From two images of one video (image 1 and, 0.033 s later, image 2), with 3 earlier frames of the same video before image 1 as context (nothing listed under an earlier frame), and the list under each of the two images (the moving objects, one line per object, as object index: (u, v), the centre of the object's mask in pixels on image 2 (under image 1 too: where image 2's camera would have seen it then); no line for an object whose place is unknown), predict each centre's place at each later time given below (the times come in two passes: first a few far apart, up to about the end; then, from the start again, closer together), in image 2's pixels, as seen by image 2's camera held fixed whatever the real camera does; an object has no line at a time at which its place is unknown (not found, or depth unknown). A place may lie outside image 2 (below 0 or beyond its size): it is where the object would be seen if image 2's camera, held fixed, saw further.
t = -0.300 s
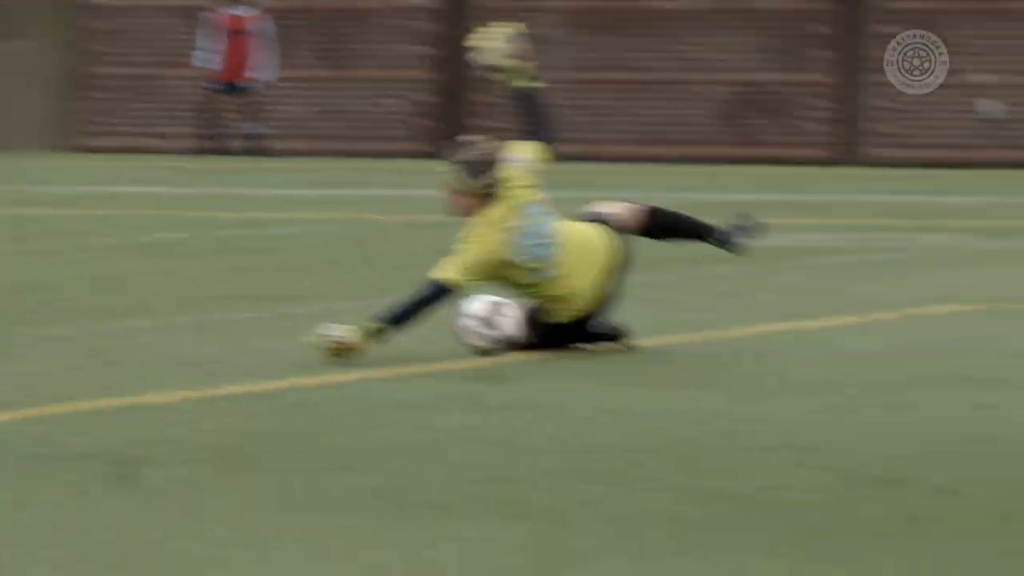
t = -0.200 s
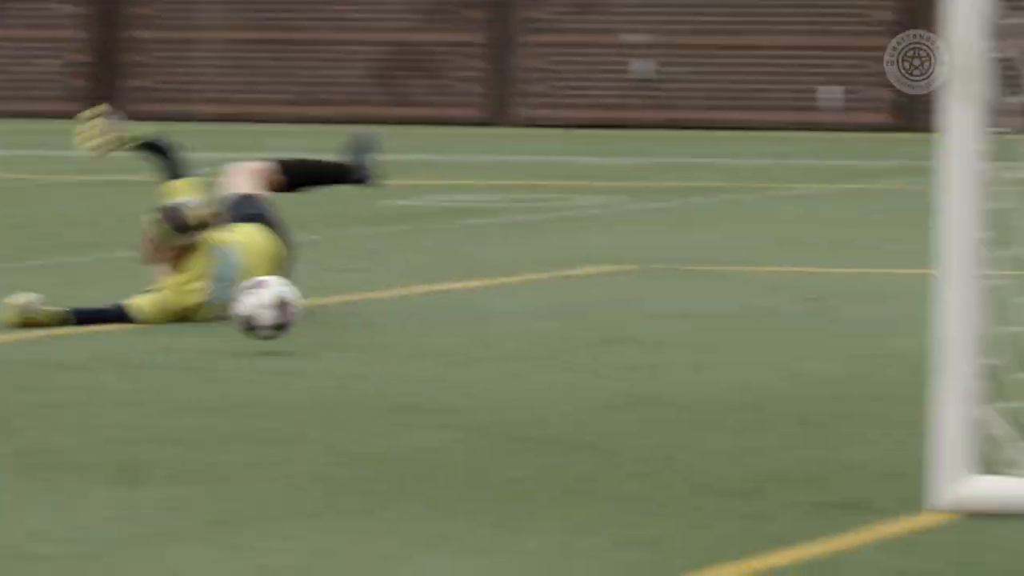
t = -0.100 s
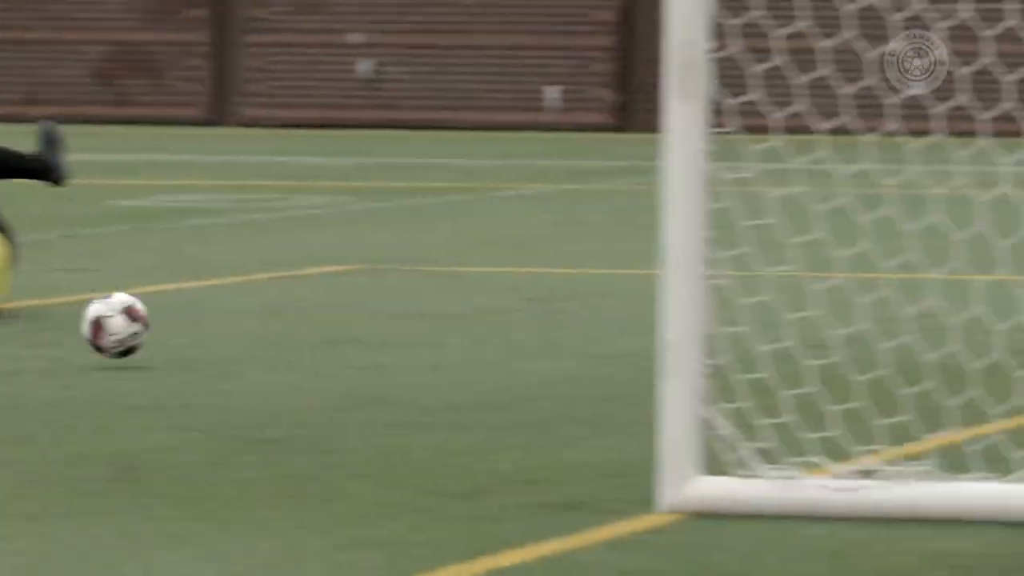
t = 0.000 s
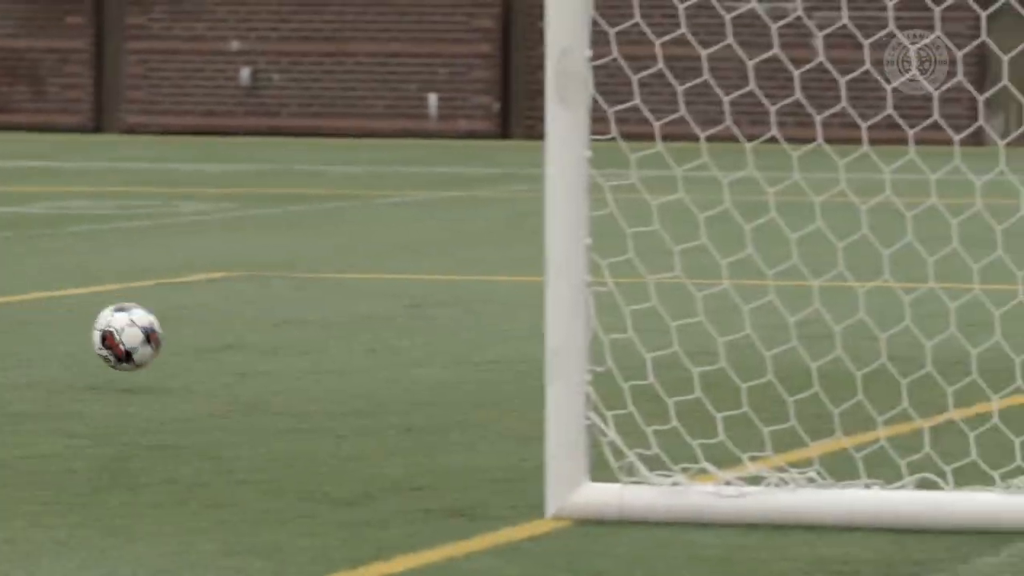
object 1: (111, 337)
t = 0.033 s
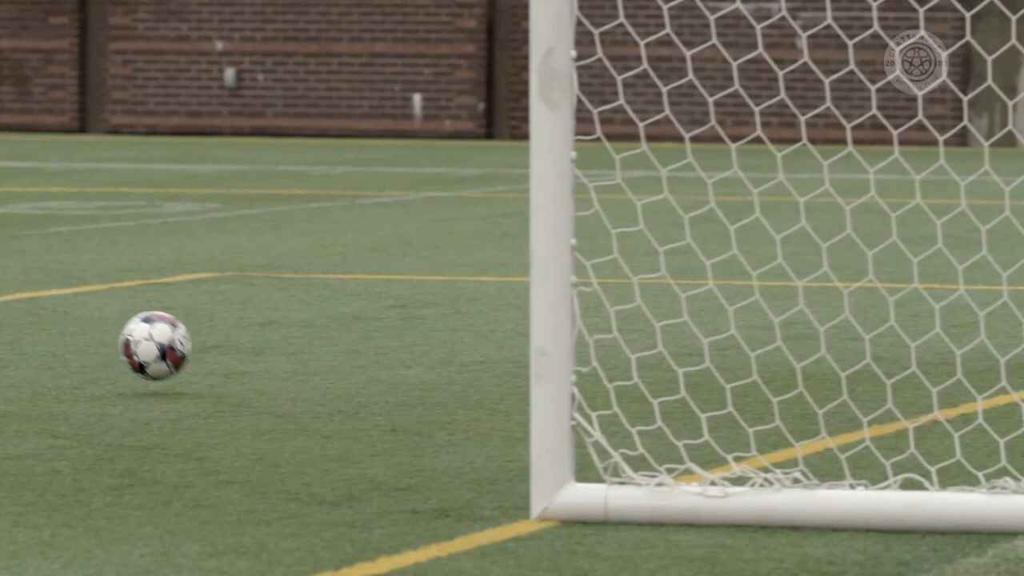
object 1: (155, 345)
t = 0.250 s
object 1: (444, 388)
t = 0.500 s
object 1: (790, 429)
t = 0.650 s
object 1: (1004, 453)
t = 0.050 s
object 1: (178, 351)
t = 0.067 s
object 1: (200, 357)
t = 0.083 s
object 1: (222, 365)
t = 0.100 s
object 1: (245, 371)
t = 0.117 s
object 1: (266, 371)
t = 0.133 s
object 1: (287, 370)
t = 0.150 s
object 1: (308, 370)
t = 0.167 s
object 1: (331, 370)
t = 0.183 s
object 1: (354, 372)
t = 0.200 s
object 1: (376, 374)
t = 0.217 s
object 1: (397, 378)
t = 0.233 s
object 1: (420, 382)
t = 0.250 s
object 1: (444, 388)
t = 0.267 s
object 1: (468, 394)
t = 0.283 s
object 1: (490, 398)
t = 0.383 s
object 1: (627, 414)
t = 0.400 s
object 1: (651, 416)
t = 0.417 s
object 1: (672, 416)
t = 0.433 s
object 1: (697, 417)
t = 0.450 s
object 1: (720, 418)
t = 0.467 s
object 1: (744, 420)
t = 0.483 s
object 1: (767, 424)
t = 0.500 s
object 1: (790, 429)
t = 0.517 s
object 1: (815, 434)
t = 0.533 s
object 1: (839, 440)
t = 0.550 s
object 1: (863, 439)
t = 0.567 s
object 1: (886, 440)
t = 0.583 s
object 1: (910, 440)
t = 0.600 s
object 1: (933, 445)
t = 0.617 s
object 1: (957, 448)
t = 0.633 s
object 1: (982, 452)
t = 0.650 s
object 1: (1004, 453)
